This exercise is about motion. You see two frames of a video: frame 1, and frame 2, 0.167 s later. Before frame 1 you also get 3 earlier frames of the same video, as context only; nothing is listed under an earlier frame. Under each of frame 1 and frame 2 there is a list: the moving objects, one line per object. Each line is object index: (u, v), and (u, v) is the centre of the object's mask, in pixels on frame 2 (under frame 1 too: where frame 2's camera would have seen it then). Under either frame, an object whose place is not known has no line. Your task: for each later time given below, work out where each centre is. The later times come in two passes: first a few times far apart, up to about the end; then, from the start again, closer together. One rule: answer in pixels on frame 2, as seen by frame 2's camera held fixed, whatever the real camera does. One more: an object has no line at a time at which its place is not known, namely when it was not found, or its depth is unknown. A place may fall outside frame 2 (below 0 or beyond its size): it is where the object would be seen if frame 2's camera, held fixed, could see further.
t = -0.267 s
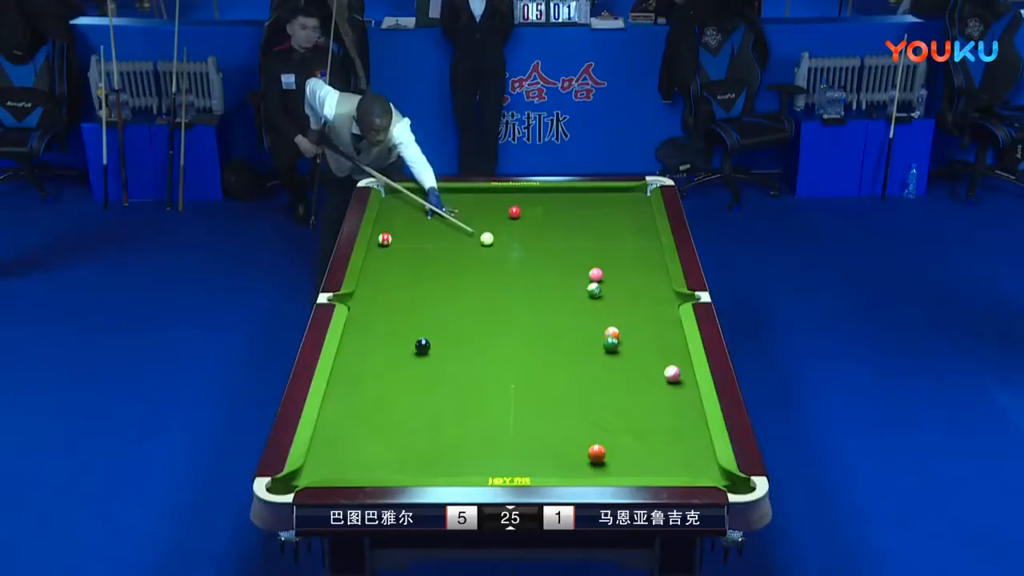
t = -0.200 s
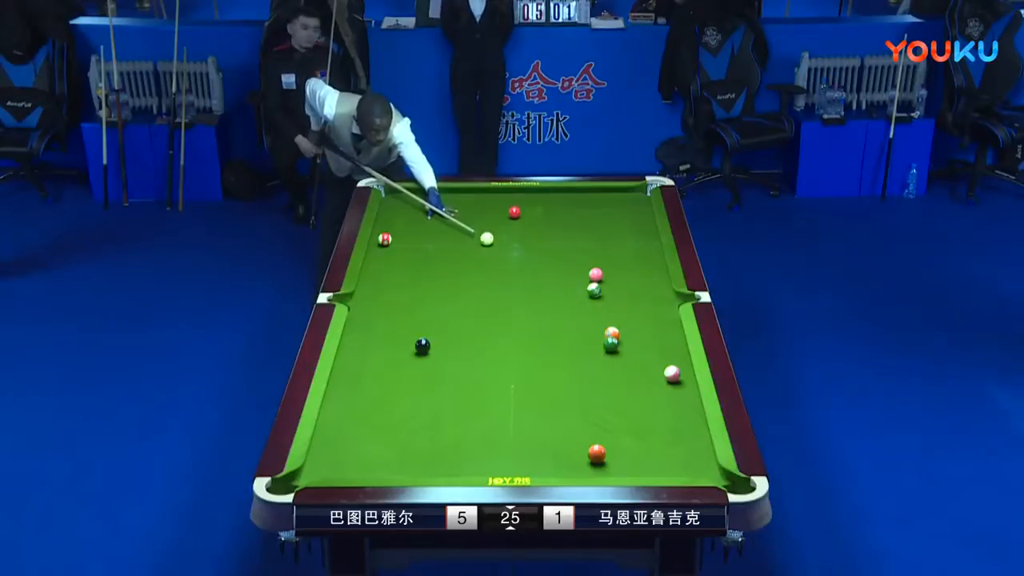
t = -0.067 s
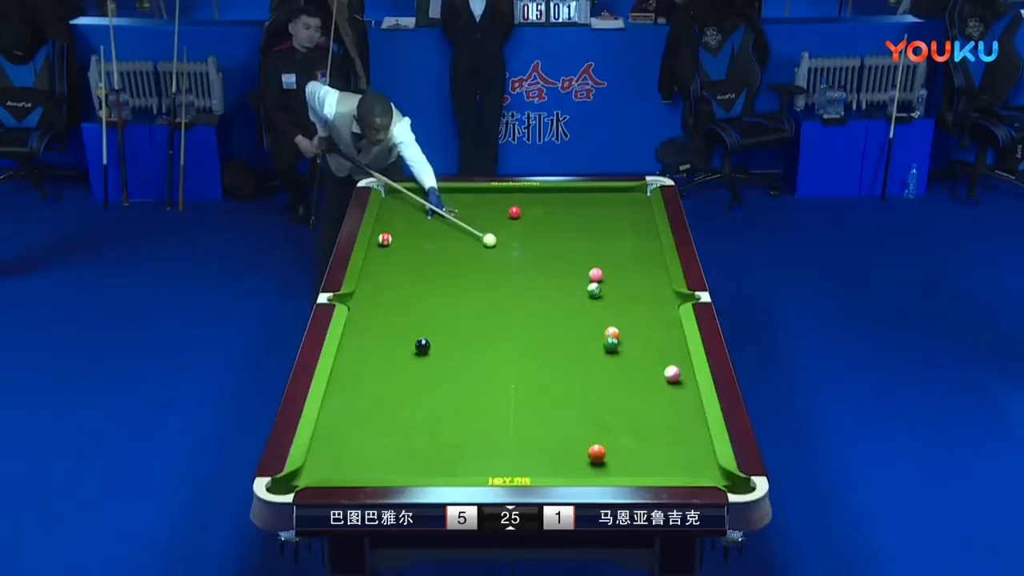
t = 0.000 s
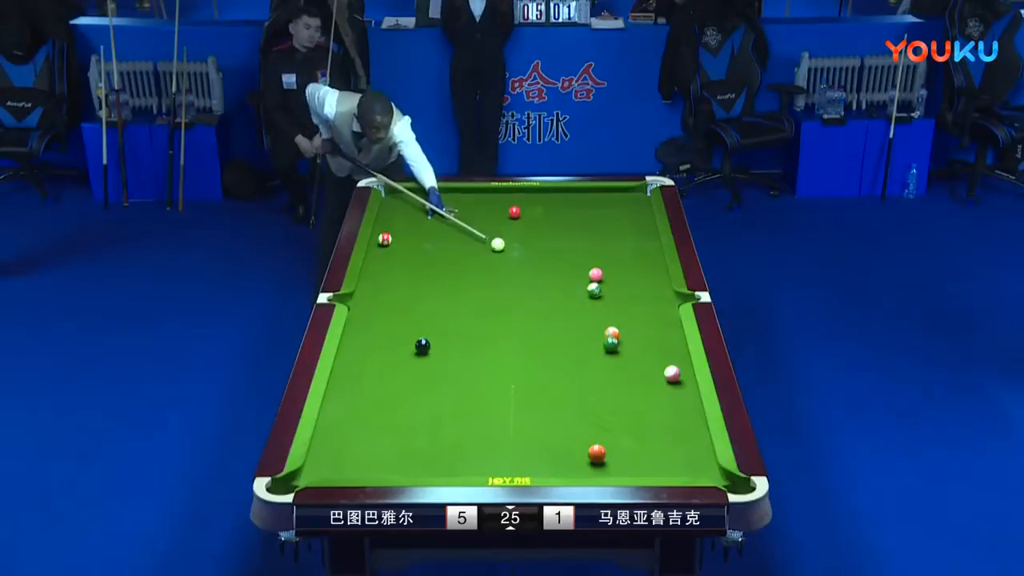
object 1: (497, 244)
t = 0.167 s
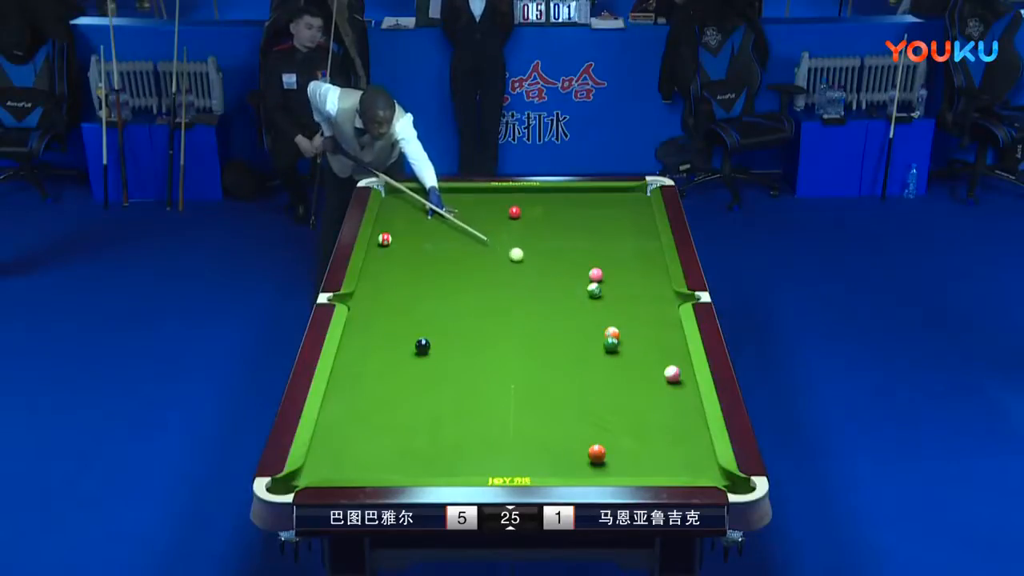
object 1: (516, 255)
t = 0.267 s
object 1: (527, 260)
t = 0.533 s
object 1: (557, 277)
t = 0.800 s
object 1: (580, 291)
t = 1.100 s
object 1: (581, 304)
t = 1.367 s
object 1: (583, 316)
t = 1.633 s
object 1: (584, 327)
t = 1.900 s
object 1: (586, 337)
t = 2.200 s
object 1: (587, 349)
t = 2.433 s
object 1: (588, 357)
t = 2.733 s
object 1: (591, 367)
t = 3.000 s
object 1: (592, 375)
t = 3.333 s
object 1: (593, 384)
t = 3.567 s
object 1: (594, 390)
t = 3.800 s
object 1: (595, 396)
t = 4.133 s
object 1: (597, 402)
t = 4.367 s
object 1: (597, 406)
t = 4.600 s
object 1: (598, 409)
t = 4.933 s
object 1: (600, 412)
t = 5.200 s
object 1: (601, 413)
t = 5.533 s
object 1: (601, 414)
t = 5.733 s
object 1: (601, 414)
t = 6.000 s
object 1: (601, 414)
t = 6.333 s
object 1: (602, 414)
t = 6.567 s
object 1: (602, 414)
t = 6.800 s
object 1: (602, 415)
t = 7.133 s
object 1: (602, 414)
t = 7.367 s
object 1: (602, 415)
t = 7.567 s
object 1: (602, 414)
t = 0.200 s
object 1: (520, 256)
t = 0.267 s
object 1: (527, 260)
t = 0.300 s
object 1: (531, 262)
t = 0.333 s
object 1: (535, 264)
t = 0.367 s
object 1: (538, 266)
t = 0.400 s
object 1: (542, 268)
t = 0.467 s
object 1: (549, 272)
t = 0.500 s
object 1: (553, 274)
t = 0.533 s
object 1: (557, 277)
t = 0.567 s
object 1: (561, 278)
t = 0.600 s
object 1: (565, 280)
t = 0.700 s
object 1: (576, 286)
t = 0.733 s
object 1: (580, 289)
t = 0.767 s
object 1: (580, 290)
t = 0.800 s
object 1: (580, 291)
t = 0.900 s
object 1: (580, 296)
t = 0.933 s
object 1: (581, 297)
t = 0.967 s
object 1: (581, 299)
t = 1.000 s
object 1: (581, 300)
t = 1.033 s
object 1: (581, 302)
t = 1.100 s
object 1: (581, 304)
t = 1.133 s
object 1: (582, 306)
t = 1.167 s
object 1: (582, 307)
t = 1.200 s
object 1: (582, 308)
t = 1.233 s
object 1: (582, 310)
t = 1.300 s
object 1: (583, 313)
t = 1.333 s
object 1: (583, 314)
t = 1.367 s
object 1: (583, 316)
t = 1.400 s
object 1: (583, 317)
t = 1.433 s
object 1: (583, 319)
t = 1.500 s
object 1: (584, 321)
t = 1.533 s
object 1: (584, 323)
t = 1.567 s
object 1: (584, 324)
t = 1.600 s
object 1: (584, 325)
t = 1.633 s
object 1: (584, 327)
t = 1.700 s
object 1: (585, 329)
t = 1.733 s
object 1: (585, 331)
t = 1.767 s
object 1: (585, 332)
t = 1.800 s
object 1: (585, 333)
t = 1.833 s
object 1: (585, 335)
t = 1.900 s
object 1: (586, 337)
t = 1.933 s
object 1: (586, 338)
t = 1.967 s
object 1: (586, 340)
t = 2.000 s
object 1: (586, 341)
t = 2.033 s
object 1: (586, 342)
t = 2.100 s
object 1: (587, 345)
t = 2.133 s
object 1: (587, 346)
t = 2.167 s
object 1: (587, 347)
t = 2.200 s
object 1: (587, 349)
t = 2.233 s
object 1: (588, 350)
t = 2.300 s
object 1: (588, 352)
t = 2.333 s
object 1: (588, 353)
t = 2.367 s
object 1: (588, 354)
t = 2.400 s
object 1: (588, 356)
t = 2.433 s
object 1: (588, 357)
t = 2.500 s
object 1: (589, 359)
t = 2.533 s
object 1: (589, 360)
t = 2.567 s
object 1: (589, 361)
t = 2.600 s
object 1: (590, 362)
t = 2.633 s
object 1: (590, 364)
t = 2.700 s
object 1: (590, 366)
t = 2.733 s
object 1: (591, 367)
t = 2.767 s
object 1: (590, 368)
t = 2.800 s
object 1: (591, 369)
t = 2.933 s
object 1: (591, 373)
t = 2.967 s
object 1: (592, 374)
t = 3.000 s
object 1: (592, 375)
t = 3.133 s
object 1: (592, 379)
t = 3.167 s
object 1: (592, 380)
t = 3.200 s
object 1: (593, 381)
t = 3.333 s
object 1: (593, 384)
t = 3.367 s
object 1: (593, 385)
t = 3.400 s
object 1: (593, 386)
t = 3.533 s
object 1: (594, 390)
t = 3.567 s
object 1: (594, 390)
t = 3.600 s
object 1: (595, 391)
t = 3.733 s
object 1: (595, 394)
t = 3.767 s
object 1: (596, 395)
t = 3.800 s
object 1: (595, 396)
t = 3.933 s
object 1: (596, 398)
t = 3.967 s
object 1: (596, 399)
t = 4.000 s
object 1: (596, 400)
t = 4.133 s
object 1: (597, 402)
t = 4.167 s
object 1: (597, 402)
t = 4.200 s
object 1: (597, 403)
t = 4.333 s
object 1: (597, 405)
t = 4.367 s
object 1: (597, 406)
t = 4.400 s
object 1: (597, 406)
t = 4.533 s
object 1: (598, 408)
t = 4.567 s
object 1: (598, 409)
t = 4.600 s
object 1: (598, 409)
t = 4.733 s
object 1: (599, 410)
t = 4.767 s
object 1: (599, 410)
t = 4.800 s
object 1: (599, 411)
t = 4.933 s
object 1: (600, 412)
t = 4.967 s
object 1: (600, 412)
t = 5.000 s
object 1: (600, 412)
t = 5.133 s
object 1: (600, 413)
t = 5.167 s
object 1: (600, 413)
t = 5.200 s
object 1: (601, 413)
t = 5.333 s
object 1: (601, 414)
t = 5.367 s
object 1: (601, 414)
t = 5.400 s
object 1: (601, 414)
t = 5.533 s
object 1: (601, 414)
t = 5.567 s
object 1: (601, 414)
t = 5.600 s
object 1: (601, 414)
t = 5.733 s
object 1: (601, 414)
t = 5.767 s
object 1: (601, 414)
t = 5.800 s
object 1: (601, 414)
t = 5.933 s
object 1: (601, 414)
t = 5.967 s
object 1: (601, 414)
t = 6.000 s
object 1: (601, 414)
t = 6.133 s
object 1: (601, 414)
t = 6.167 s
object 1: (601, 414)
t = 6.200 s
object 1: (601, 414)
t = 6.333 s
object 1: (602, 414)
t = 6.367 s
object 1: (601, 414)
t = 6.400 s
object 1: (601, 414)
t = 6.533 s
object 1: (602, 414)
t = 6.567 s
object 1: (602, 414)
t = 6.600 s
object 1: (601, 414)
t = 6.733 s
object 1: (602, 414)
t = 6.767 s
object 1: (602, 414)
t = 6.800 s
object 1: (602, 415)
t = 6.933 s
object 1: (602, 415)
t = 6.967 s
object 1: (602, 414)
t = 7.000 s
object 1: (602, 414)
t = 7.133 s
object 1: (602, 414)
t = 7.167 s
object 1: (602, 415)
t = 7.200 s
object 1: (603, 416)
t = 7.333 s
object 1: (601, 414)
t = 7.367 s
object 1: (602, 415)
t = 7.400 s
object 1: (602, 415)
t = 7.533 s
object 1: (602, 414)
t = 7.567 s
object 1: (602, 414)
